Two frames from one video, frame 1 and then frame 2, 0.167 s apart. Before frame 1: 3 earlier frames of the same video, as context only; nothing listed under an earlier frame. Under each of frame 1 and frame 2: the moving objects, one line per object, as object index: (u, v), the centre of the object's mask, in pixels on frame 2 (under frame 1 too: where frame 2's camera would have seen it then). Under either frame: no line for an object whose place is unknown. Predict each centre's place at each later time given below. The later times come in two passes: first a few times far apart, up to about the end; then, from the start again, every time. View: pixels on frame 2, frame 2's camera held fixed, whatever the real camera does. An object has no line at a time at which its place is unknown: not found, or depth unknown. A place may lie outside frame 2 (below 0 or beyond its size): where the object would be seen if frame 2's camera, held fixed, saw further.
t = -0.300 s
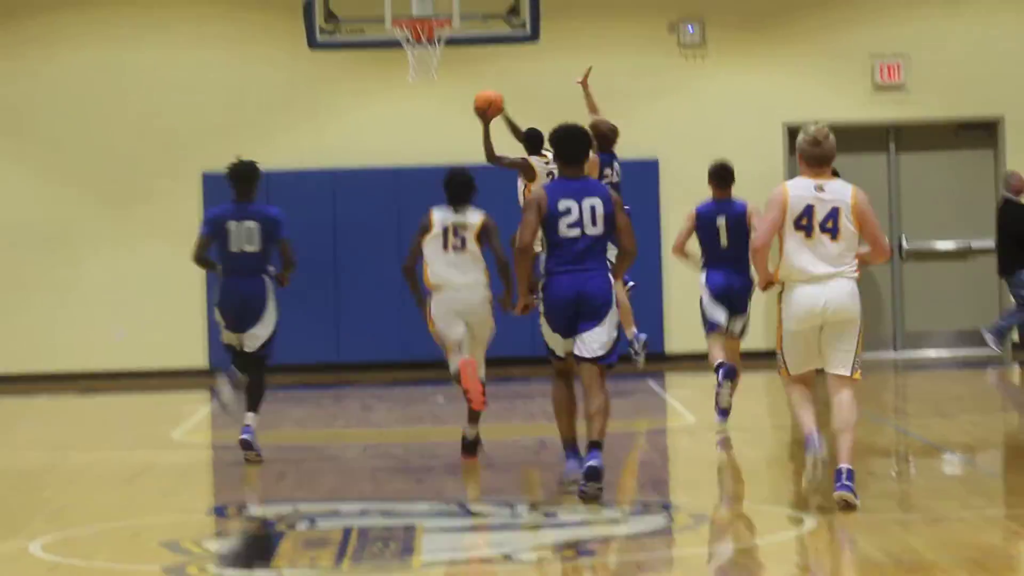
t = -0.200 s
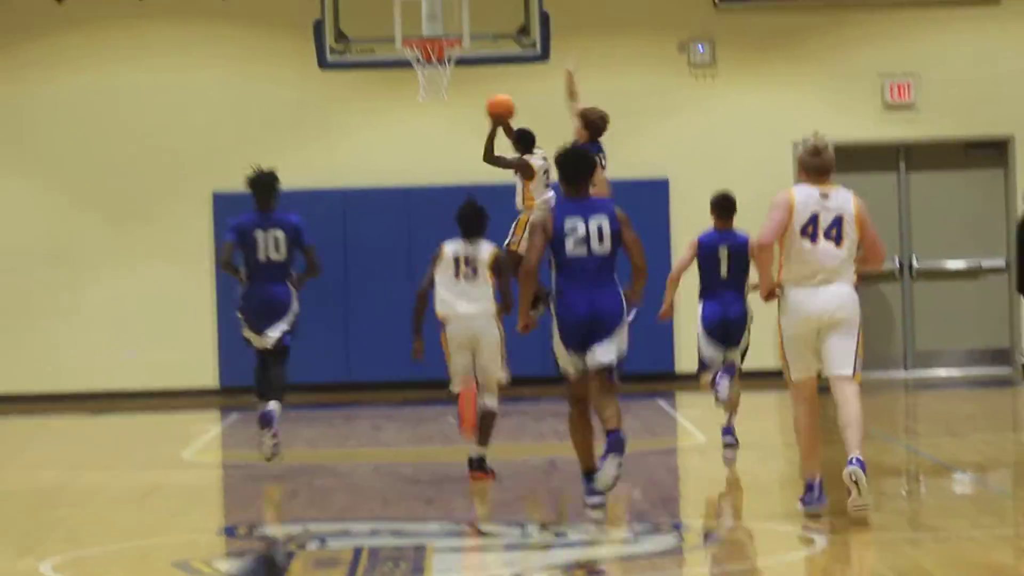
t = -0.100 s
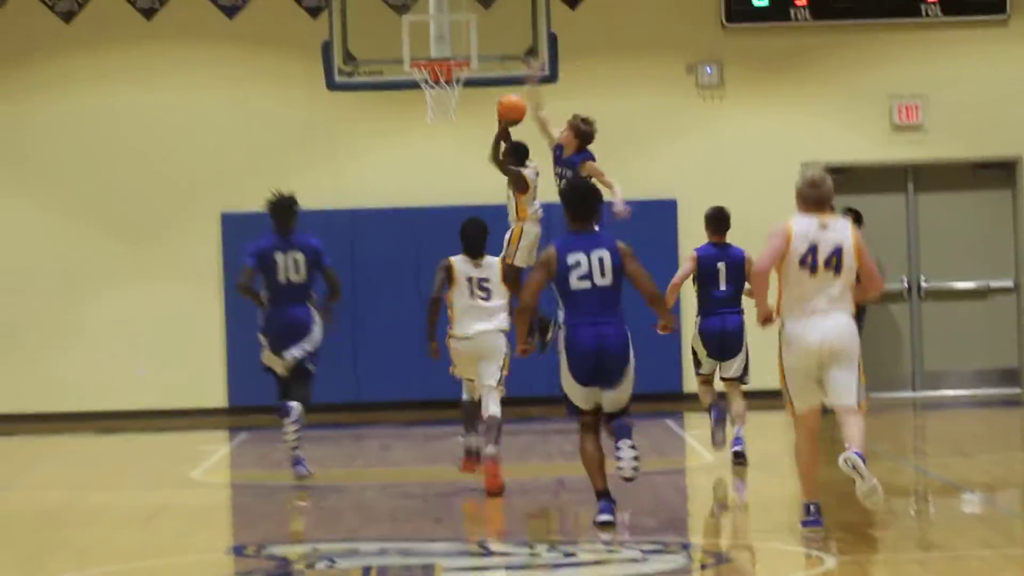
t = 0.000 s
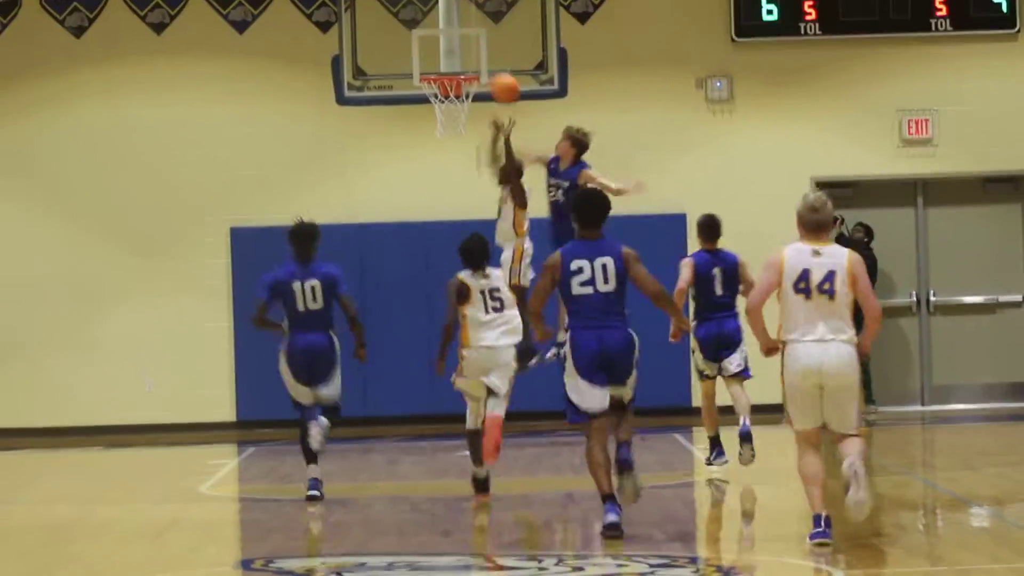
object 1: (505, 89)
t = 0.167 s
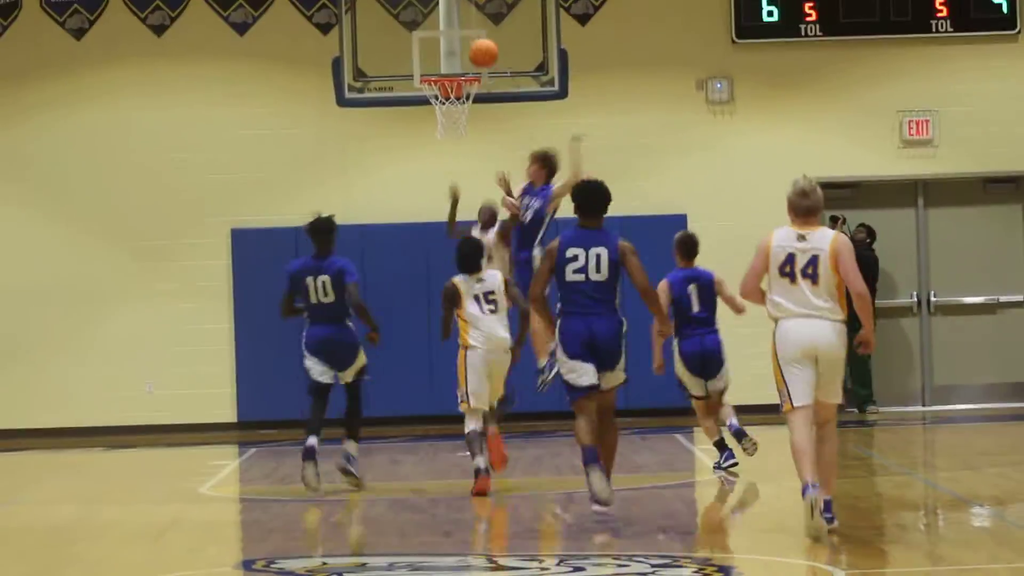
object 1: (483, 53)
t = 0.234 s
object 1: (478, 48)
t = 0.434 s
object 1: (463, 62)
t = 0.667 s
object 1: (454, 67)
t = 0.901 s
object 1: (446, 137)
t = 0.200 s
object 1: (480, 50)
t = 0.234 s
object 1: (478, 48)
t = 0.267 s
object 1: (476, 47)
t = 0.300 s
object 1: (474, 48)
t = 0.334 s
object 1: (471, 50)
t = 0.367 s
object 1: (467, 53)
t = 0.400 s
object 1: (464, 58)
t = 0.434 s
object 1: (463, 62)
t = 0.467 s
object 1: (461, 61)
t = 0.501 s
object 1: (460, 60)
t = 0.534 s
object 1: (459, 60)
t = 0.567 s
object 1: (457, 61)
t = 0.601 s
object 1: (456, 62)
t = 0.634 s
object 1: (456, 63)
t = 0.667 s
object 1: (454, 67)
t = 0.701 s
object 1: (453, 72)
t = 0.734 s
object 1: (451, 77)
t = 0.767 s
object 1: (451, 90)
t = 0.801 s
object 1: (450, 99)
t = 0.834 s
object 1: (449, 112)
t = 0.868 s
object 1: (448, 124)
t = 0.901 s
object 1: (446, 137)
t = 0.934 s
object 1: (446, 149)
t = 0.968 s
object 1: (446, 164)
